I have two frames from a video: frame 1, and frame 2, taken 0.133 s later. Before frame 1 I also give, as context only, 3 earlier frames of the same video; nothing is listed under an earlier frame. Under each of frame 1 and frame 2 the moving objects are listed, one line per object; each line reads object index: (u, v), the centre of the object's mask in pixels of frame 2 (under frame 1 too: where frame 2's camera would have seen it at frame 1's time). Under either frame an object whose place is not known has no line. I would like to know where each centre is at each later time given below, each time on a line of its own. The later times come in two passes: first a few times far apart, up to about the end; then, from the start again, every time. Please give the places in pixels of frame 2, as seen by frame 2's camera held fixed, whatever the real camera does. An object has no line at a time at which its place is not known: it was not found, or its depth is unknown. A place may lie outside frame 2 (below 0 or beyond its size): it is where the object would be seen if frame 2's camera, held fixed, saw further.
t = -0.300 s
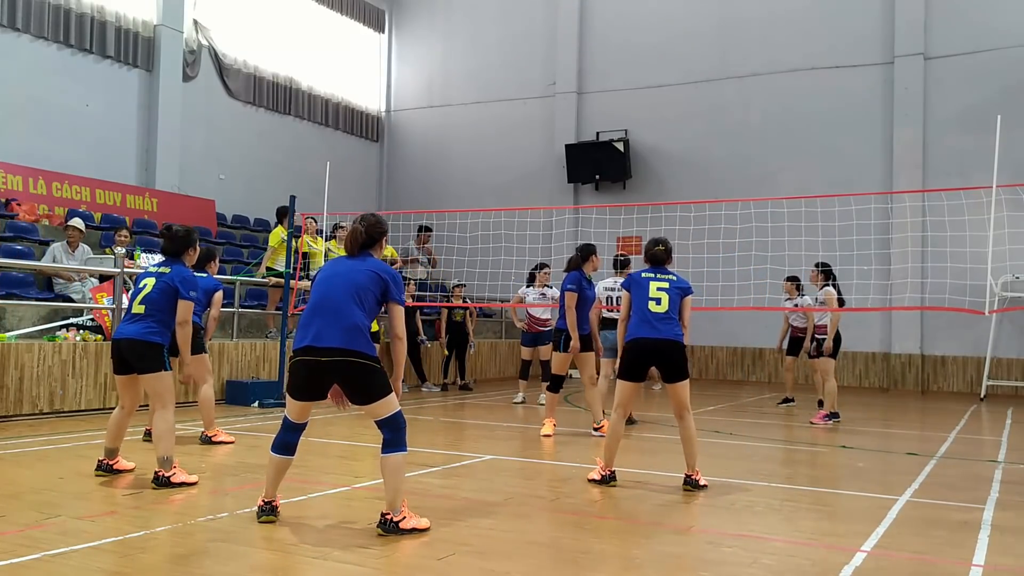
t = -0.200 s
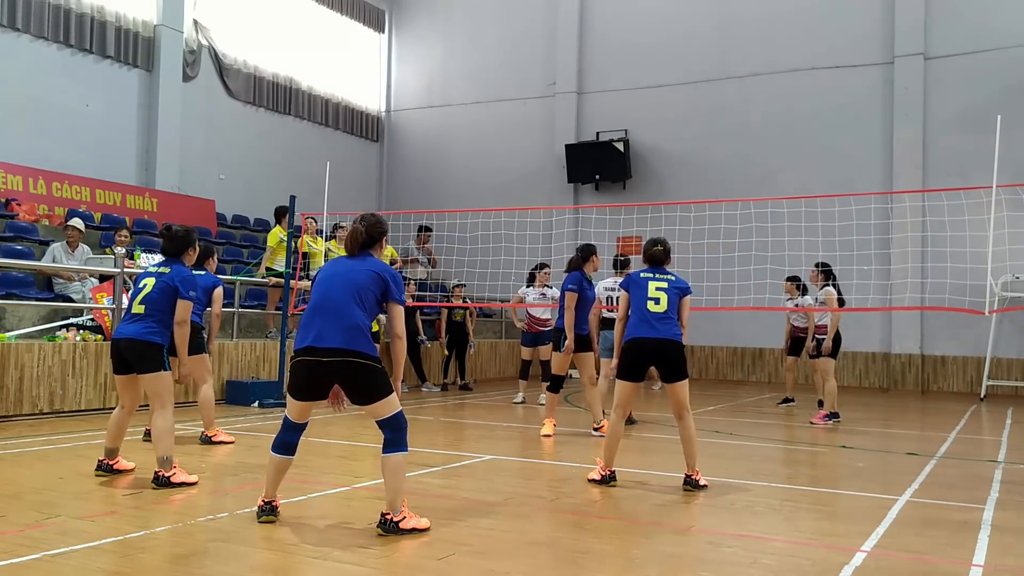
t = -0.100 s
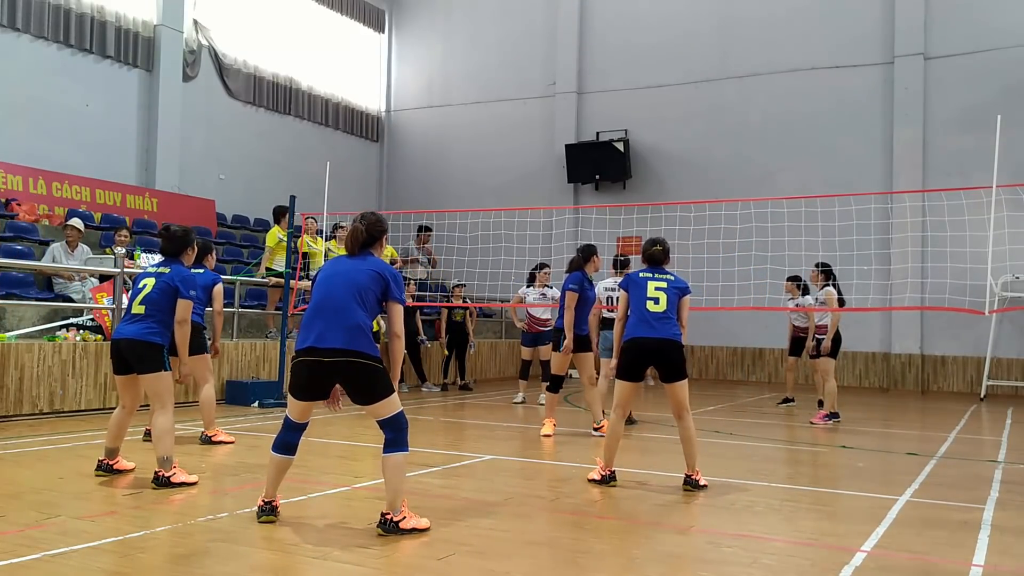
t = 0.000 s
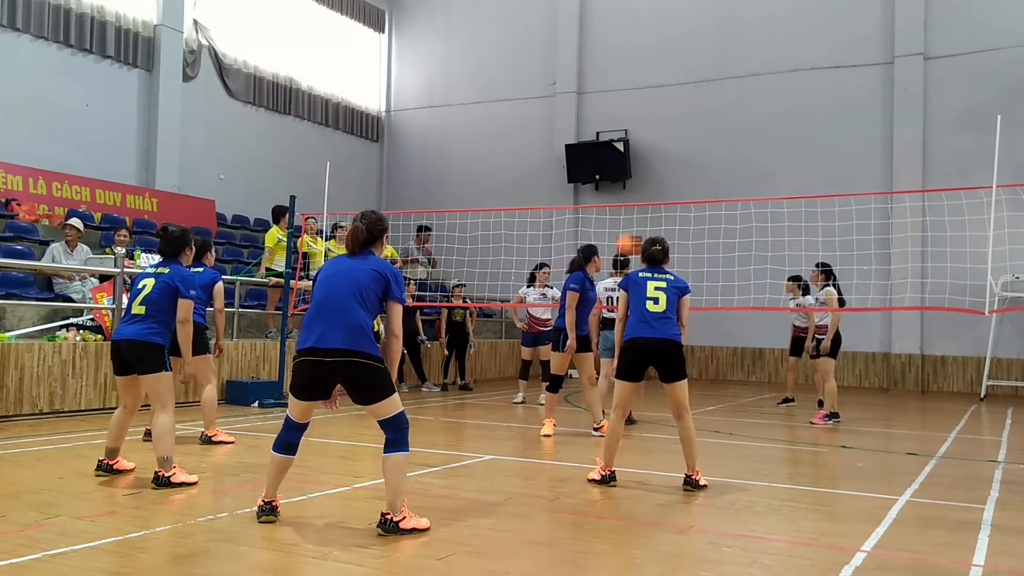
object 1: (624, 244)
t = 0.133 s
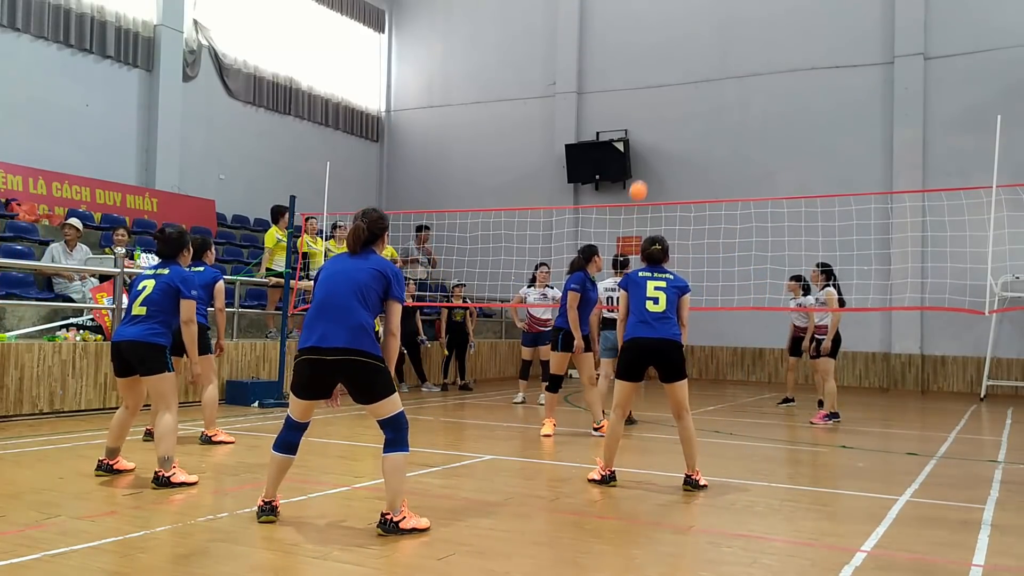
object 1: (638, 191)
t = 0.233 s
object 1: (649, 158)
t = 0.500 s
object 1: (680, 92)
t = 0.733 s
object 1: (713, 83)
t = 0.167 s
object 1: (642, 179)
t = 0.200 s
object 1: (646, 168)
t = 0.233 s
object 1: (649, 158)
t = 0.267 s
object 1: (653, 147)
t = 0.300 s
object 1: (657, 137)
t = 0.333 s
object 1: (660, 127)
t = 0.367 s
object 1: (664, 119)
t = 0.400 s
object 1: (668, 110)
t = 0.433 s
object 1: (672, 104)
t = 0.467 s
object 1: (676, 97)
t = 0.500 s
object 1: (680, 92)
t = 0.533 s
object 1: (684, 87)
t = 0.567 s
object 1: (689, 83)
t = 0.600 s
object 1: (693, 81)
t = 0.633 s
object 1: (698, 79)
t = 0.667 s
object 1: (702, 79)
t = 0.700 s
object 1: (707, 80)
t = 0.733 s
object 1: (713, 83)
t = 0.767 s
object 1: (719, 87)
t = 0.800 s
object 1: (726, 93)
